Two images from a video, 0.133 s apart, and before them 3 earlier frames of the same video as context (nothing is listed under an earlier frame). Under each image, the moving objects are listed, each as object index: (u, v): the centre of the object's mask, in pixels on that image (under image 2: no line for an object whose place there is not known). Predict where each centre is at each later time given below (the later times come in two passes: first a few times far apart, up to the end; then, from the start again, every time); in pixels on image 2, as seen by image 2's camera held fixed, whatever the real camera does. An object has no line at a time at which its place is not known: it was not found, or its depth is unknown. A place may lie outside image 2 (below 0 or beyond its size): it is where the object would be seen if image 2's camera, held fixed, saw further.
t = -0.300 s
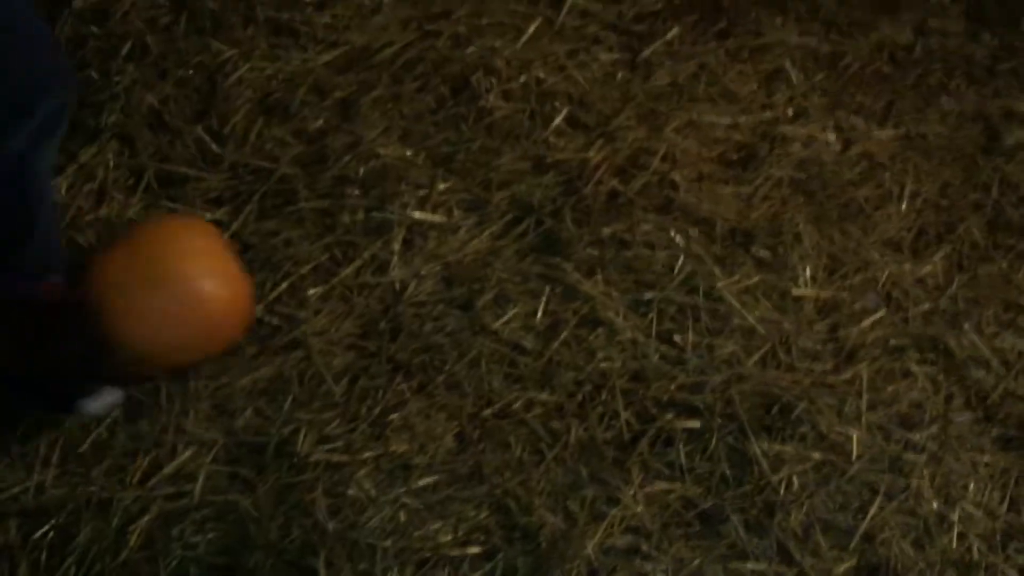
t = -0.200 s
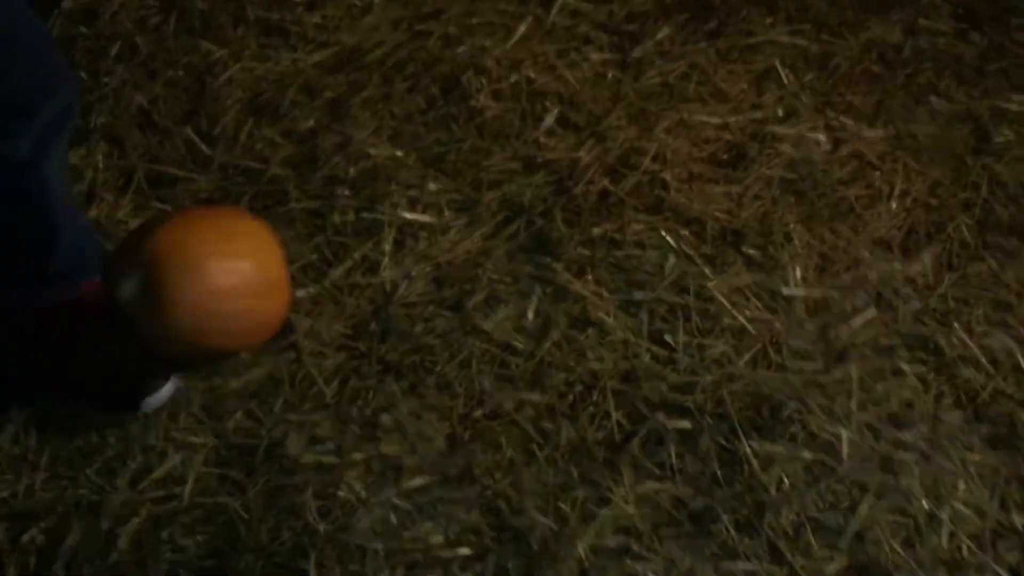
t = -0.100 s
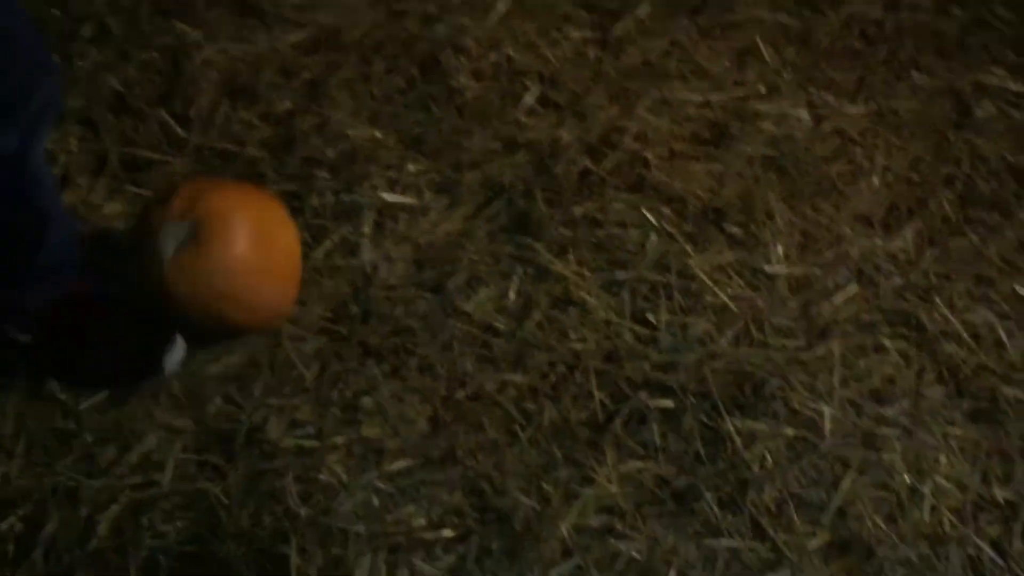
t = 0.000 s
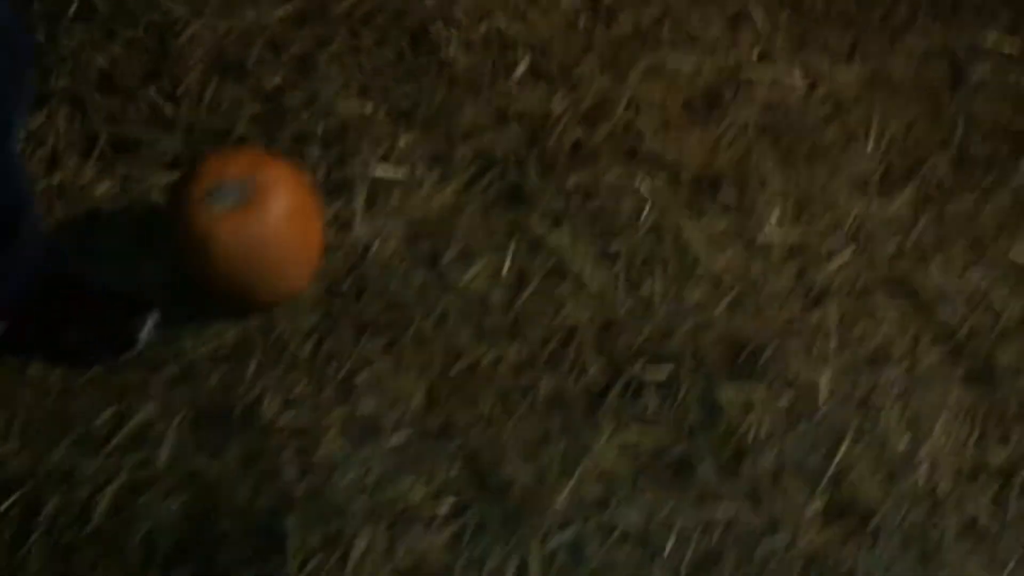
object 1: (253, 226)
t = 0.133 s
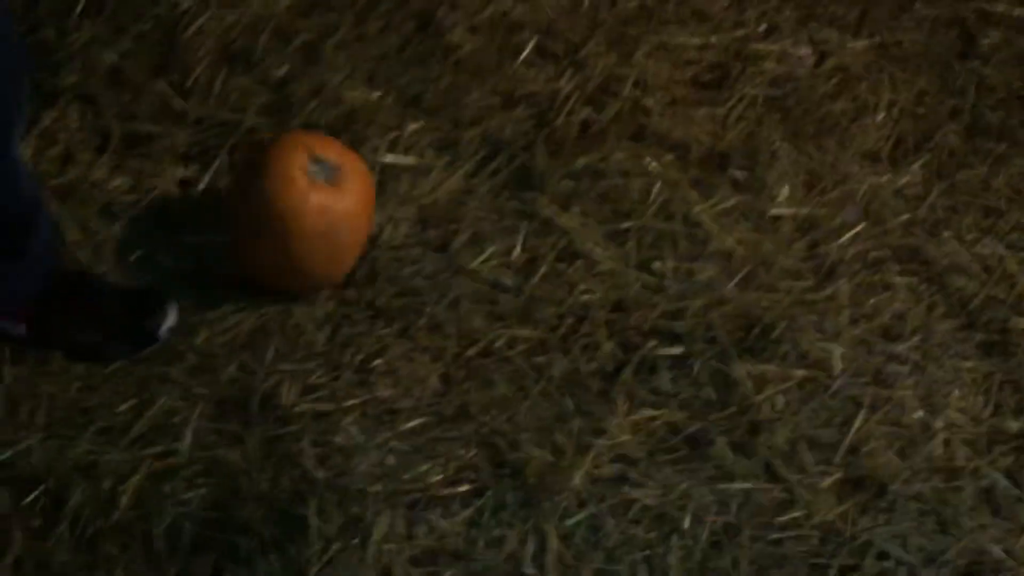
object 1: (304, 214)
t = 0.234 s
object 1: (329, 207)
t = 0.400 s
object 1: (374, 212)
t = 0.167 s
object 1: (312, 211)
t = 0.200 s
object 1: (320, 209)
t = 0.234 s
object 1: (329, 207)
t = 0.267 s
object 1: (339, 208)
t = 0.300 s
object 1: (347, 207)
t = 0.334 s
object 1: (357, 209)
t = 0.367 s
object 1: (365, 210)
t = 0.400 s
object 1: (374, 212)
